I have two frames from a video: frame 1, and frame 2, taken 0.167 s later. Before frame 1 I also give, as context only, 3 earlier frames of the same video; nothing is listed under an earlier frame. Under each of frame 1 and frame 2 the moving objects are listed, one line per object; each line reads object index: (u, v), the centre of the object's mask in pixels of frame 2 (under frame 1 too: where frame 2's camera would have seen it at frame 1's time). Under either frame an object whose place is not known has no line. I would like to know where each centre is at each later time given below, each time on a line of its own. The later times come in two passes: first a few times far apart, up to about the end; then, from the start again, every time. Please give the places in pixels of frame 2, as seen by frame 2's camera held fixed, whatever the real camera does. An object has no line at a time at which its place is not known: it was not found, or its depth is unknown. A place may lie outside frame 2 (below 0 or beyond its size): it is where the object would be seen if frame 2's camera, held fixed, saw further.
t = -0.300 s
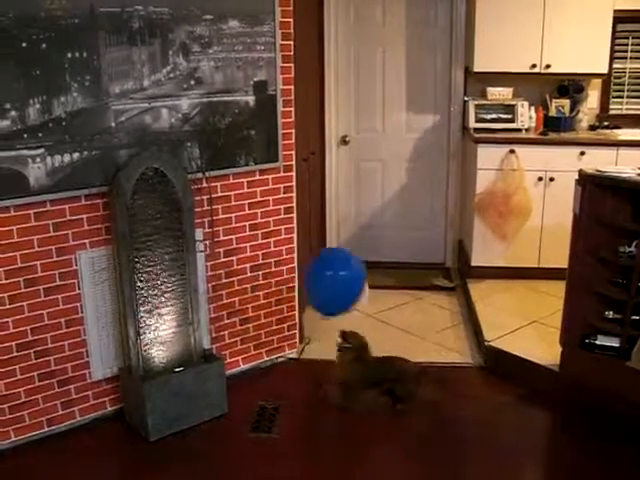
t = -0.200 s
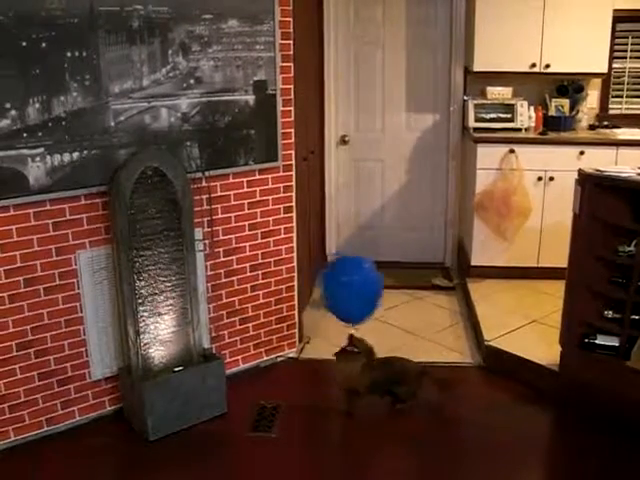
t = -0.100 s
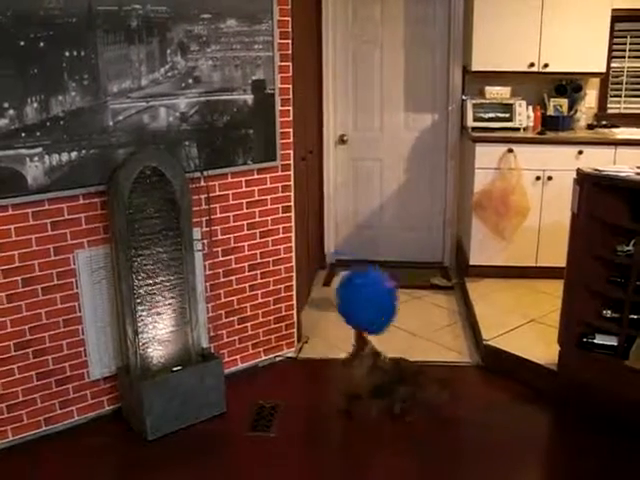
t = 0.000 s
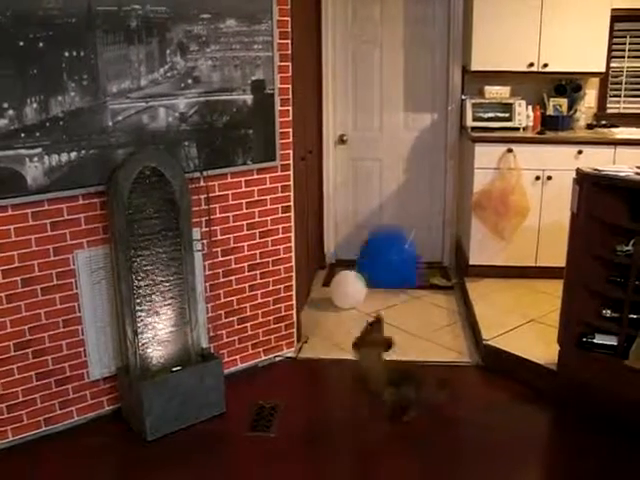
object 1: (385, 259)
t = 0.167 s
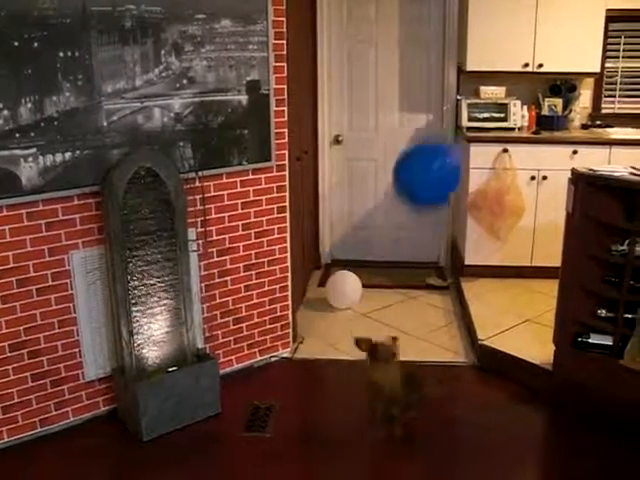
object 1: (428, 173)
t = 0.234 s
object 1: (441, 144)
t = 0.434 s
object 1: (468, 79)
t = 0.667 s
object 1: (485, 47)
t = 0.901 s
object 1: (498, 52)
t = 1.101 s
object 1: (507, 78)
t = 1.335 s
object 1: (515, 132)
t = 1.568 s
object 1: (512, 202)
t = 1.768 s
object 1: (506, 267)
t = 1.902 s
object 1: (494, 311)
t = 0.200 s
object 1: (434, 157)
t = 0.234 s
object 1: (441, 144)
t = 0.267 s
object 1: (448, 131)
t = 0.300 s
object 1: (452, 119)
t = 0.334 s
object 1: (457, 108)
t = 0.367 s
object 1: (461, 97)
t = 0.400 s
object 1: (465, 88)
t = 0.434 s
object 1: (468, 79)
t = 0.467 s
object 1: (472, 72)
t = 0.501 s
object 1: (475, 66)
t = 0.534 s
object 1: (477, 60)
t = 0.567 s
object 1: (480, 56)
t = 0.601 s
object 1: (481, 53)
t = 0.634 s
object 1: (483, 50)
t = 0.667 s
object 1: (485, 47)
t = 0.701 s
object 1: (488, 45)
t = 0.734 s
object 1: (490, 44)
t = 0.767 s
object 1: (492, 45)
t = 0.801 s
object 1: (494, 45)
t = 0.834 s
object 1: (495, 47)
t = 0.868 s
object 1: (496, 49)
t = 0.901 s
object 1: (498, 52)
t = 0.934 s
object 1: (498, 56)
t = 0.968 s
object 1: (498, 60)
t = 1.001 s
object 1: (501, 64)
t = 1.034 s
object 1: (503, 68)
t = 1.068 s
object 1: (506, 73)
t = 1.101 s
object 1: (507, 78)
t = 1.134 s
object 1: (510, 84)
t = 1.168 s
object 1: (510, 92)
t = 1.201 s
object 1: (509, 99)
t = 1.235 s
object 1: (513, 106)
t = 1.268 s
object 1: (513, 116)
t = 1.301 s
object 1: (515, 123)
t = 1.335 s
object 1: (515, 132)
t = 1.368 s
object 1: (515, 141)
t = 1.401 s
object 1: (515, 151)
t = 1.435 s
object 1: (513, 161)
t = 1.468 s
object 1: (512, 171)
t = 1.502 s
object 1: (512, 181)
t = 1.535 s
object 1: (510, 191)
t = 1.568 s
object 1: (512, 202)
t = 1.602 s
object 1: (511, 212)
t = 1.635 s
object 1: (509, 223)
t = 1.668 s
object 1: (510, 233)
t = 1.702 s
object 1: (508, 244)
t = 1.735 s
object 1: (506, 255)
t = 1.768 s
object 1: (506, 267)
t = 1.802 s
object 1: (503, 278)
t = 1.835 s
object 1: (500, 289)
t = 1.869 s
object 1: (498, 300)
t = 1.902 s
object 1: (494, 311)
